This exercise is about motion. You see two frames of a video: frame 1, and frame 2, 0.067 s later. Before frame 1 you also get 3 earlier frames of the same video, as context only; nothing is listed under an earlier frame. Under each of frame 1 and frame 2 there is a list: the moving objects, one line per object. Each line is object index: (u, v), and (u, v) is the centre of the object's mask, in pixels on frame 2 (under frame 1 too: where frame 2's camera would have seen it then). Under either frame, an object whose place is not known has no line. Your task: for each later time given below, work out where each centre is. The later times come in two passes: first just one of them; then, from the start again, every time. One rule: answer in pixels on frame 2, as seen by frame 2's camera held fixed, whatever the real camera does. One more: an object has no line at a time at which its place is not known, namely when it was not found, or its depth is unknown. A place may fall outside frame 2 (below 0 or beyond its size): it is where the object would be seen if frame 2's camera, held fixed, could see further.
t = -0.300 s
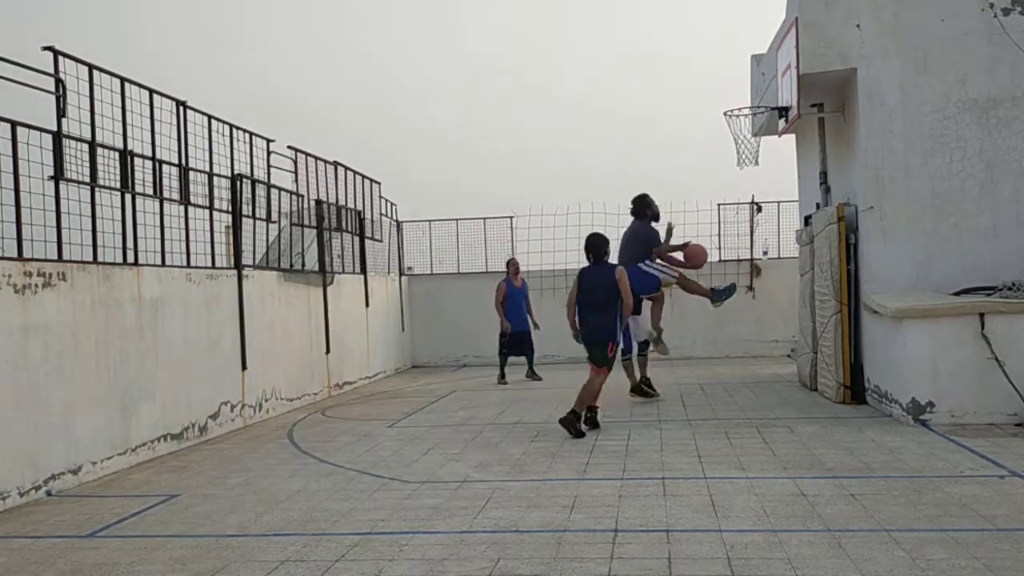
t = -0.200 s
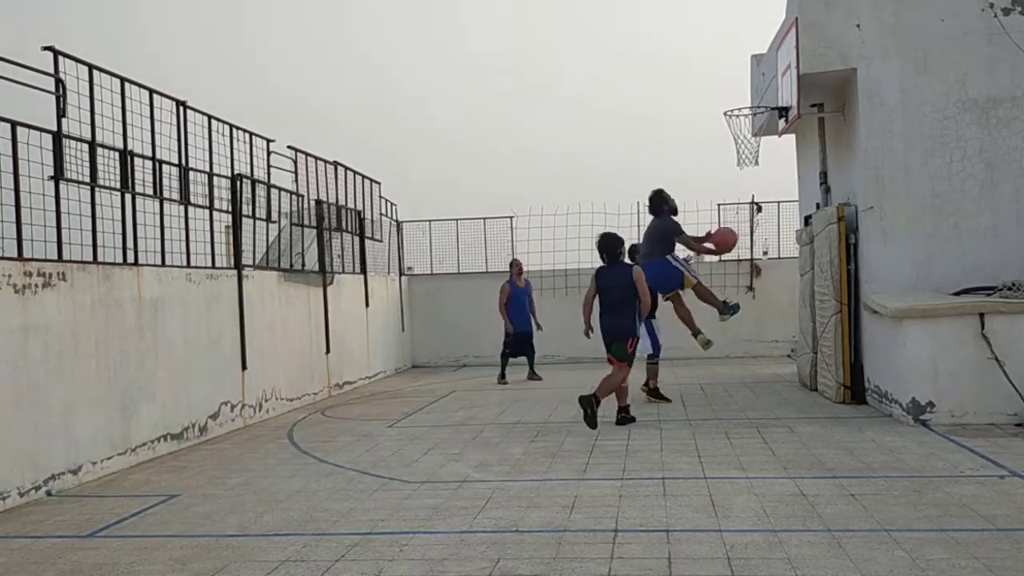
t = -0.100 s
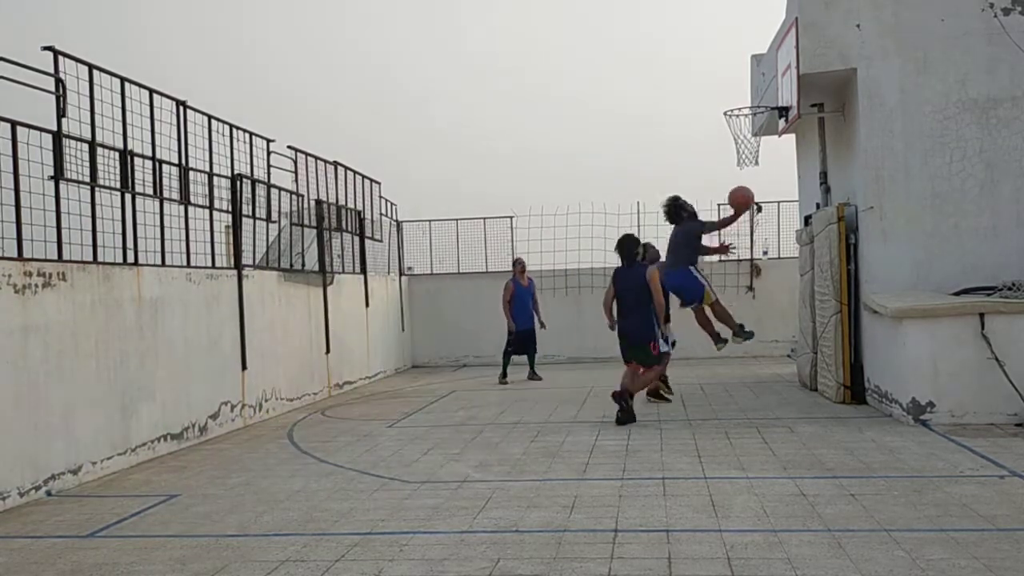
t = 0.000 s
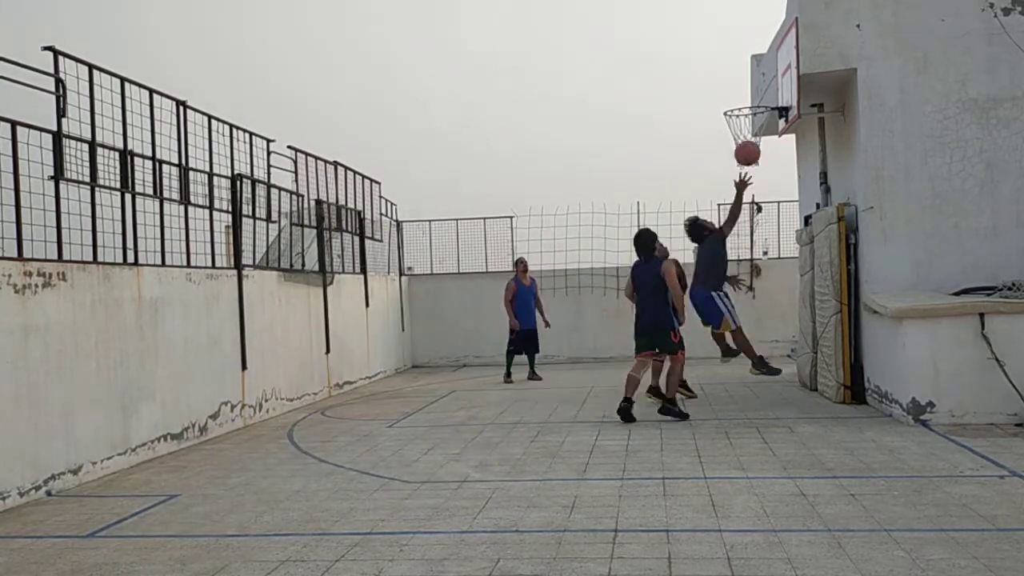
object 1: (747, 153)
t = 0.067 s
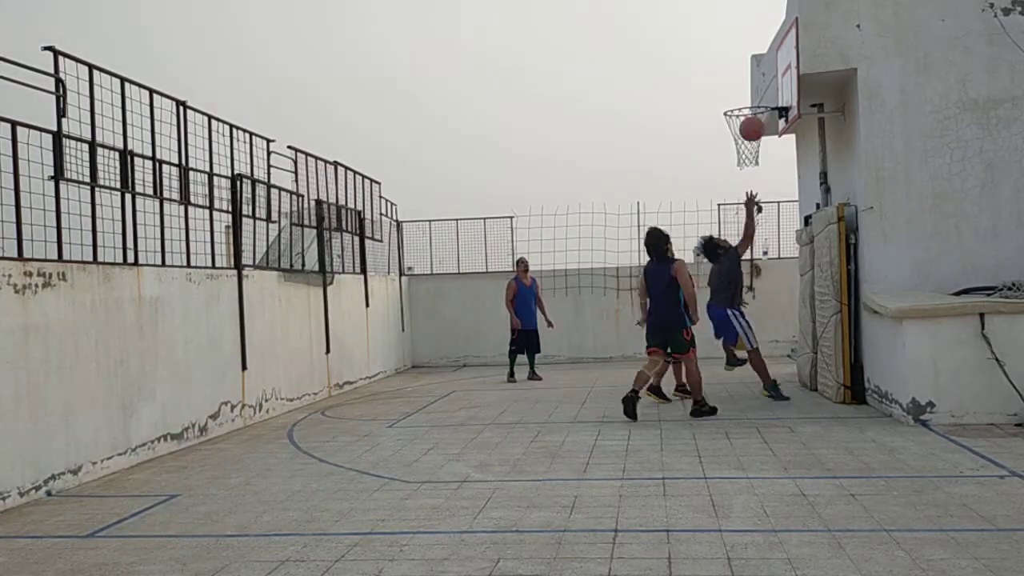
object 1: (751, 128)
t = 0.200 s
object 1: (761, 95)
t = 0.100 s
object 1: (754, 118)
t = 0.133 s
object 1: (756, 109)
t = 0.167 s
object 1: (758, 101)
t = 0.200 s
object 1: (761, 95)
